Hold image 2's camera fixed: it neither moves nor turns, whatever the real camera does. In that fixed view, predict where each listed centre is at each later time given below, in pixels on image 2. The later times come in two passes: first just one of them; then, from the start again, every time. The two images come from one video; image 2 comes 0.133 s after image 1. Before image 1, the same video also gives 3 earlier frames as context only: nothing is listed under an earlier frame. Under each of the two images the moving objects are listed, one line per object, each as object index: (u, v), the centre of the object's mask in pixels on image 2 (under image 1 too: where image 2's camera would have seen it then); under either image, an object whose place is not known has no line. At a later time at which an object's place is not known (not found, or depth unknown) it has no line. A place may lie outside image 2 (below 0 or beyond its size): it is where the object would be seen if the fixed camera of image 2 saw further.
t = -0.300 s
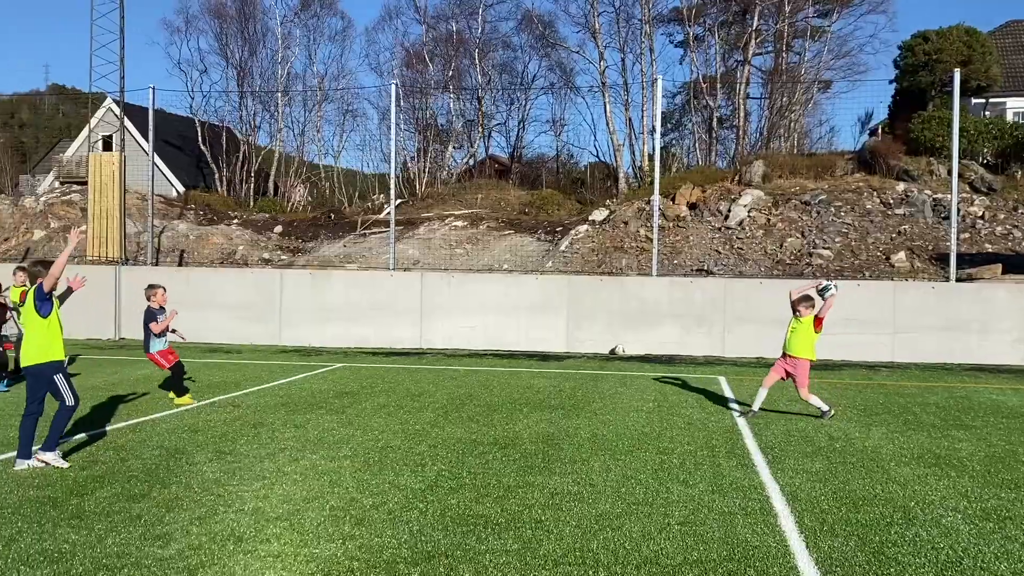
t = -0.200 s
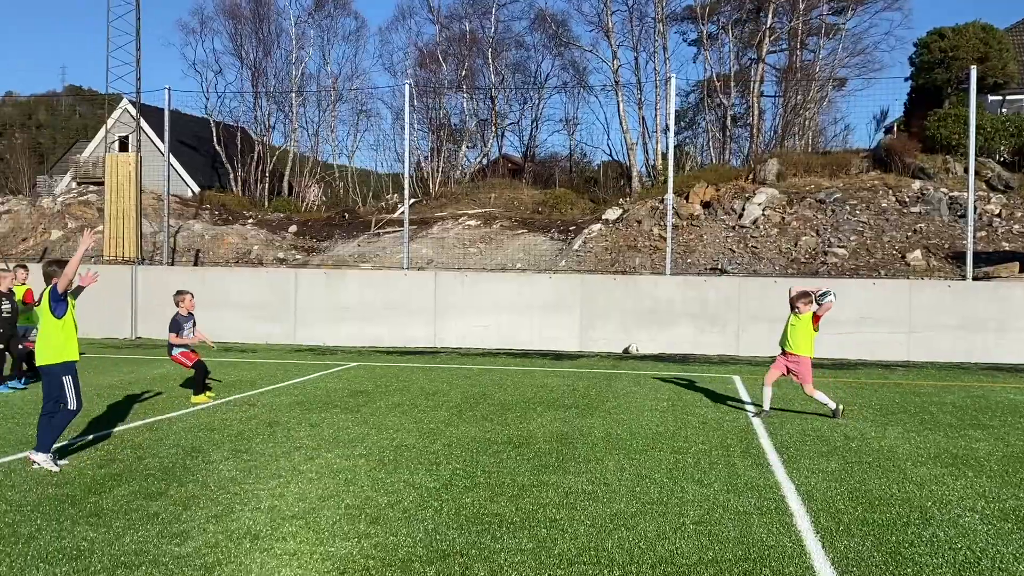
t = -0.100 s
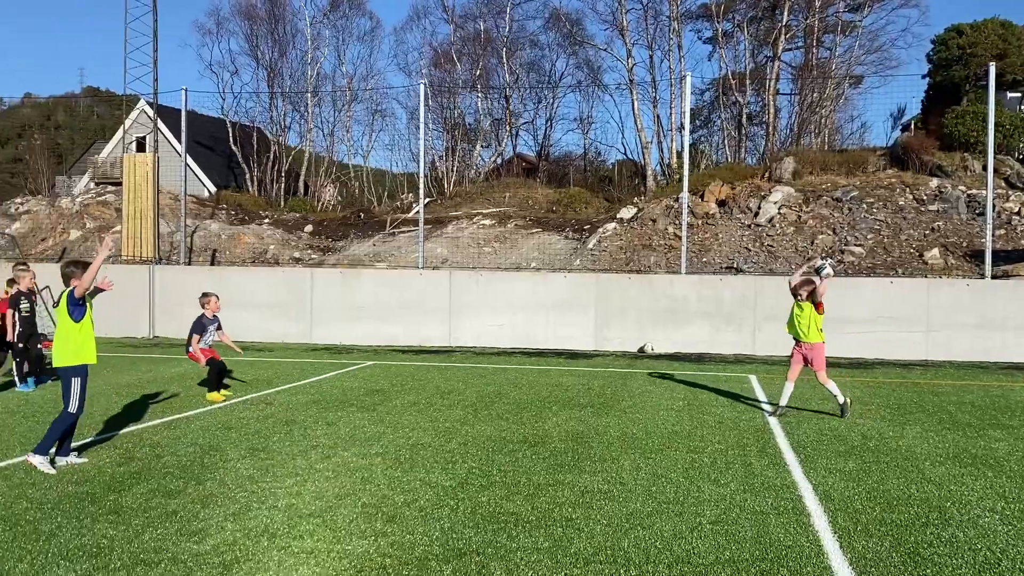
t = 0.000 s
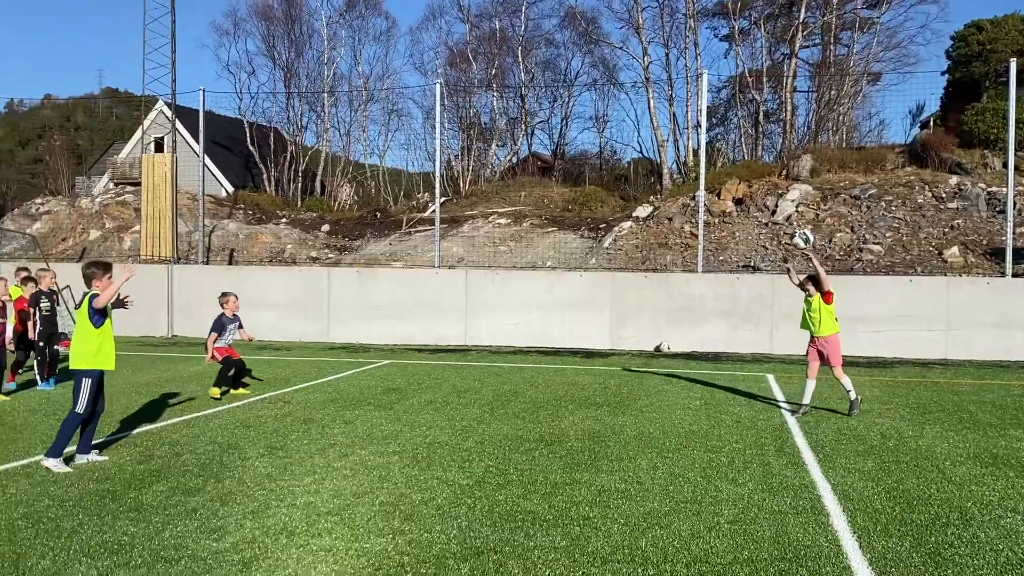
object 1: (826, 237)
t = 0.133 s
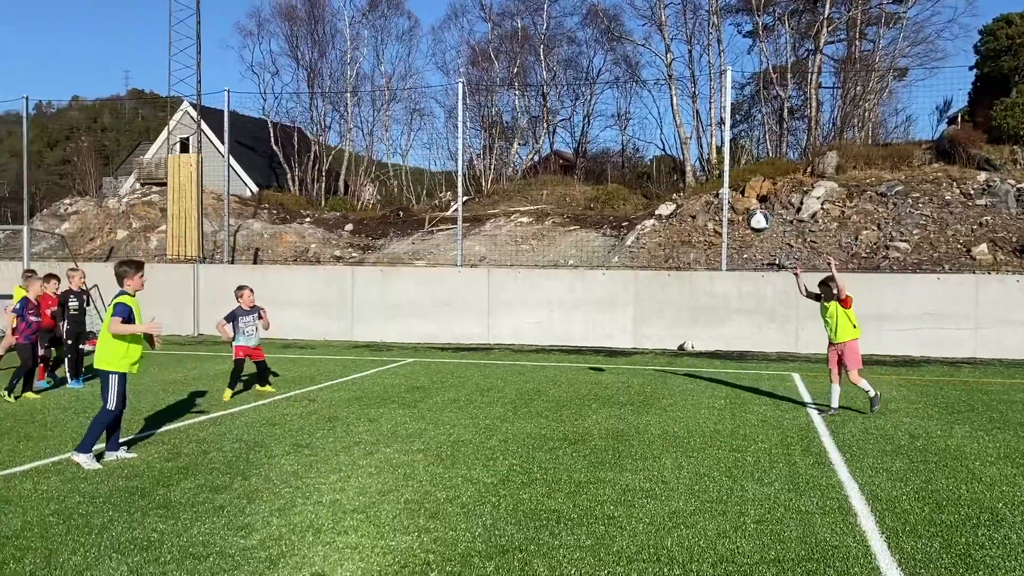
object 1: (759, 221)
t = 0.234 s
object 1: (705, 222)
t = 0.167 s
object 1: (741, 220)
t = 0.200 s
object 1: (723, 222)
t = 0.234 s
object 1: (705, 222)
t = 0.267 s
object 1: (687, 225)
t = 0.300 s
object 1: (668, 230)
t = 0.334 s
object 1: (648, 235)
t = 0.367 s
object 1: (628, 242)
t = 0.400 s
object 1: (608, 251)
